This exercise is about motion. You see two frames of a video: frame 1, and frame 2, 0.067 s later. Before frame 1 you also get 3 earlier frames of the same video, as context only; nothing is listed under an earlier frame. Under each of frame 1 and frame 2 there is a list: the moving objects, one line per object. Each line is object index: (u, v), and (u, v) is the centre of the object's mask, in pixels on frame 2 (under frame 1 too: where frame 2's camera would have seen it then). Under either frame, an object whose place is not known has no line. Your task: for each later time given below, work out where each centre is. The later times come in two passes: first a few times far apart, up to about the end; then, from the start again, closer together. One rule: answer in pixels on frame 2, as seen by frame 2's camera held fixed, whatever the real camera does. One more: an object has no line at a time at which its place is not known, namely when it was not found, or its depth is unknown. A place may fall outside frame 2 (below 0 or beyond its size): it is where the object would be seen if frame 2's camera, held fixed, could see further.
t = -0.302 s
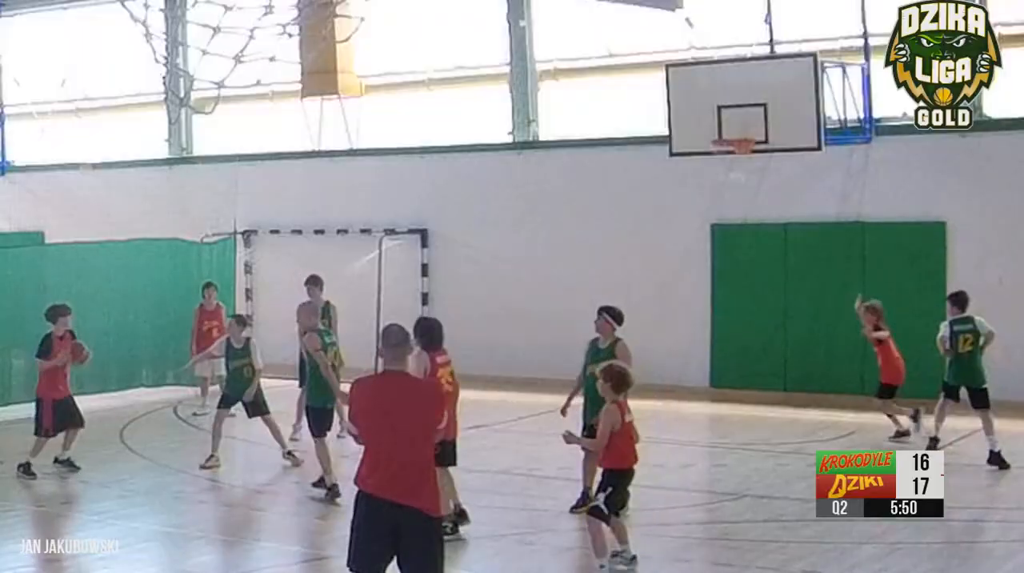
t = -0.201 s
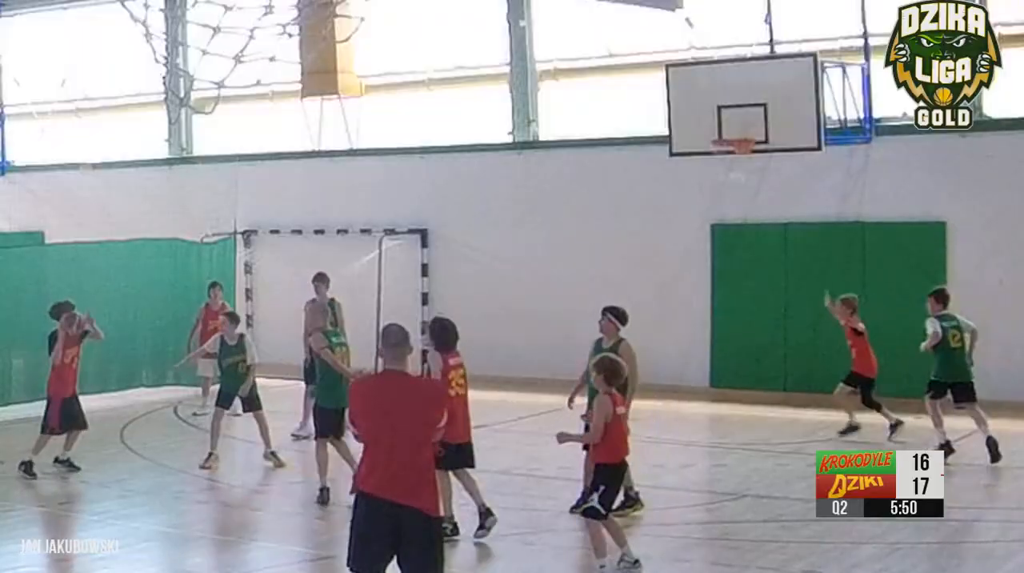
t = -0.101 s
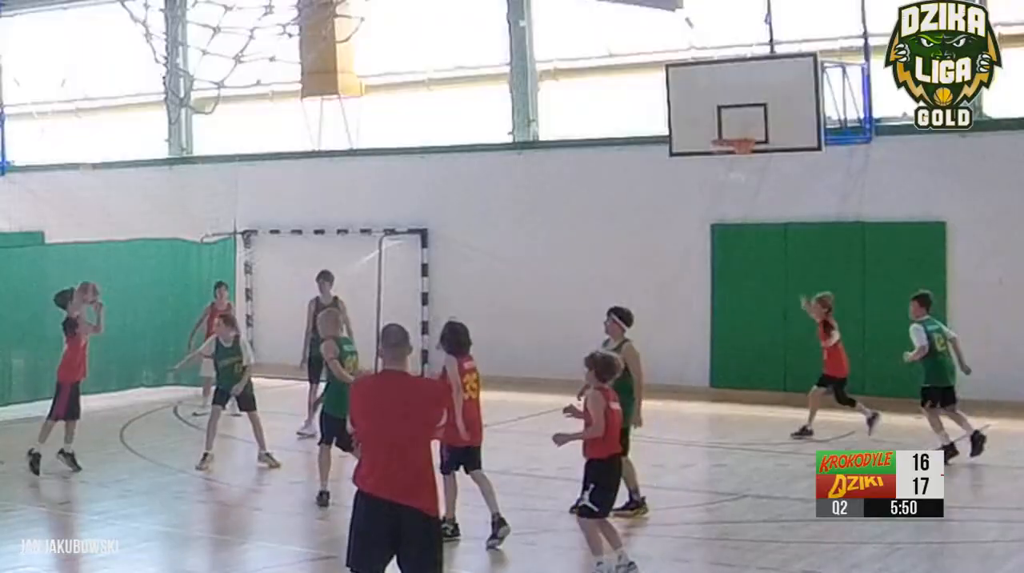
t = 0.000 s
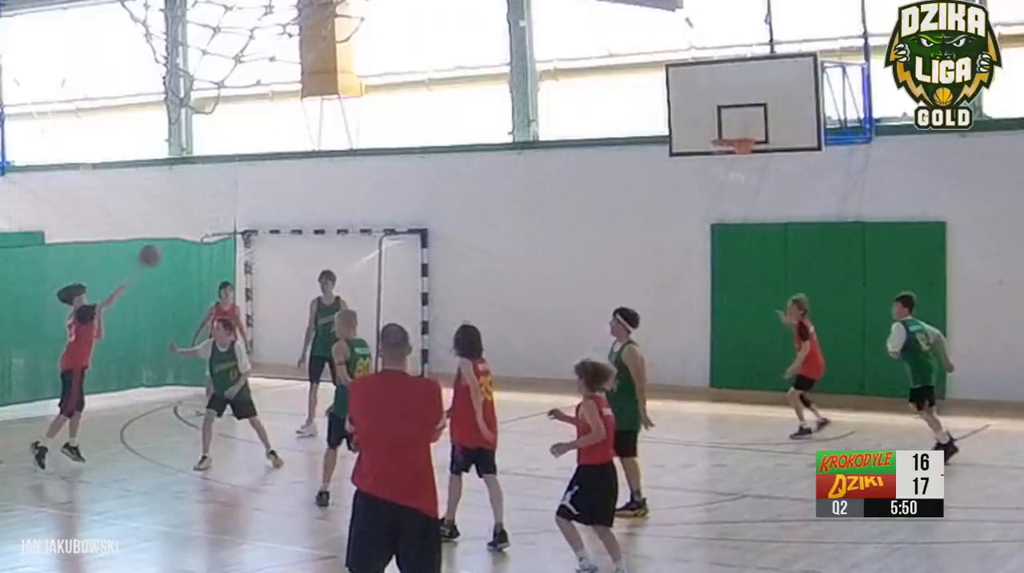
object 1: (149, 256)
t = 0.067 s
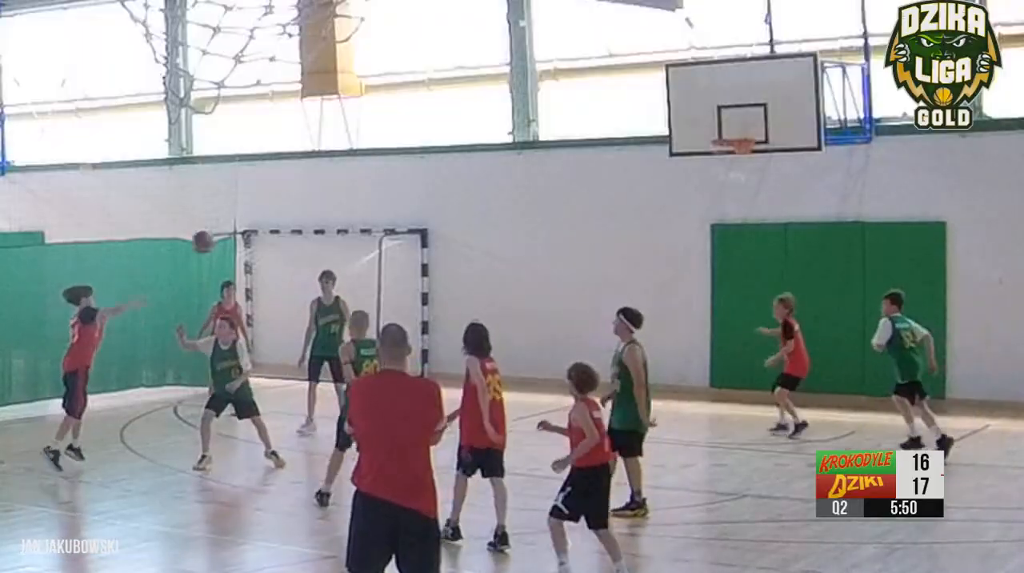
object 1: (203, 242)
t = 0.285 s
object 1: (366, 229)
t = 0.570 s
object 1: (557, 279)
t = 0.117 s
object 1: (243, 235)
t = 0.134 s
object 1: (253, 234)
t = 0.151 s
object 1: (268, 231)
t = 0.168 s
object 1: (280, 229)
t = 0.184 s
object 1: (293, 229)
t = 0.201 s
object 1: (305, 228)
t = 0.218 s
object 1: (318, 228)
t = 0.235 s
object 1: (330, 228)
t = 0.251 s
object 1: (342, 228)
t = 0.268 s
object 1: (354, 228)
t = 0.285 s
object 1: (366, 229)
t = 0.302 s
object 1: (378, 230)
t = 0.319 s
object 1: (390, 231)
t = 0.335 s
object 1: (401, 232)
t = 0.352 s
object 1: (415, 235)
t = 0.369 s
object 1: (424, 236)
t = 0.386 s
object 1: (436, 238)
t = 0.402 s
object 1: (448, 241)
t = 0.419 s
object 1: (459, 244)
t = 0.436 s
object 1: (470, 247)
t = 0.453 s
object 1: (482, 250)
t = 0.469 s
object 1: (493, 253)
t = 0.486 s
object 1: (504, 257)
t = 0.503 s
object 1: (514, 261)
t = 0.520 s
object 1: (526, 265)
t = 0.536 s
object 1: (536, 269)
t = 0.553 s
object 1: (547, 274)
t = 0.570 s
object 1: (557, 279)
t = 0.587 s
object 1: (567, 284)
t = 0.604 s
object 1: (578, 289)
